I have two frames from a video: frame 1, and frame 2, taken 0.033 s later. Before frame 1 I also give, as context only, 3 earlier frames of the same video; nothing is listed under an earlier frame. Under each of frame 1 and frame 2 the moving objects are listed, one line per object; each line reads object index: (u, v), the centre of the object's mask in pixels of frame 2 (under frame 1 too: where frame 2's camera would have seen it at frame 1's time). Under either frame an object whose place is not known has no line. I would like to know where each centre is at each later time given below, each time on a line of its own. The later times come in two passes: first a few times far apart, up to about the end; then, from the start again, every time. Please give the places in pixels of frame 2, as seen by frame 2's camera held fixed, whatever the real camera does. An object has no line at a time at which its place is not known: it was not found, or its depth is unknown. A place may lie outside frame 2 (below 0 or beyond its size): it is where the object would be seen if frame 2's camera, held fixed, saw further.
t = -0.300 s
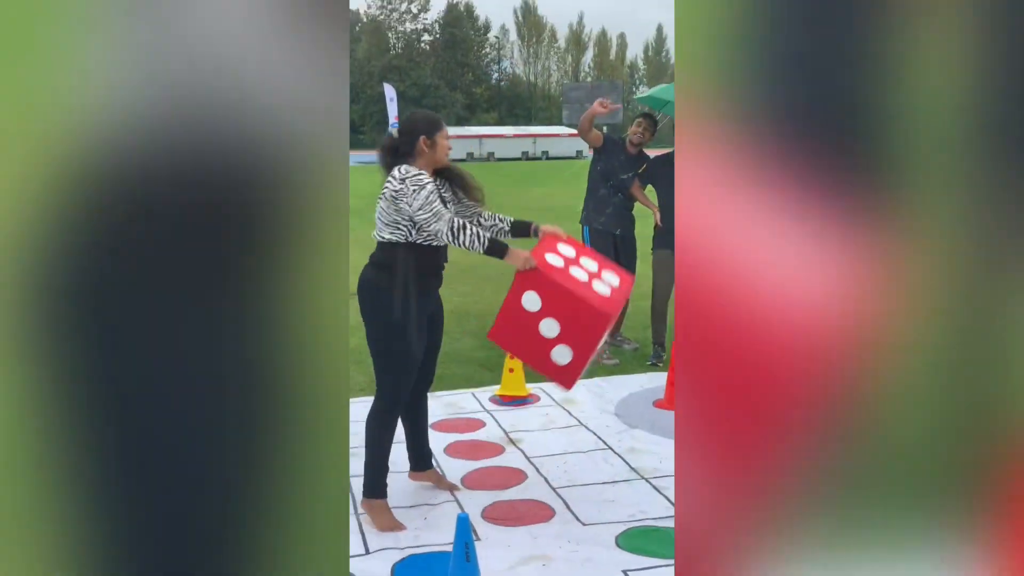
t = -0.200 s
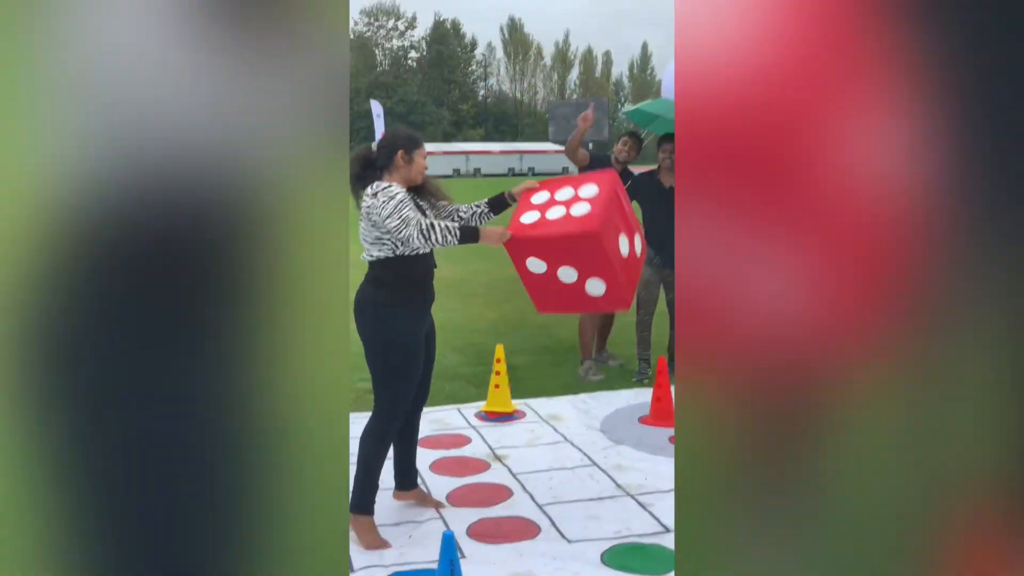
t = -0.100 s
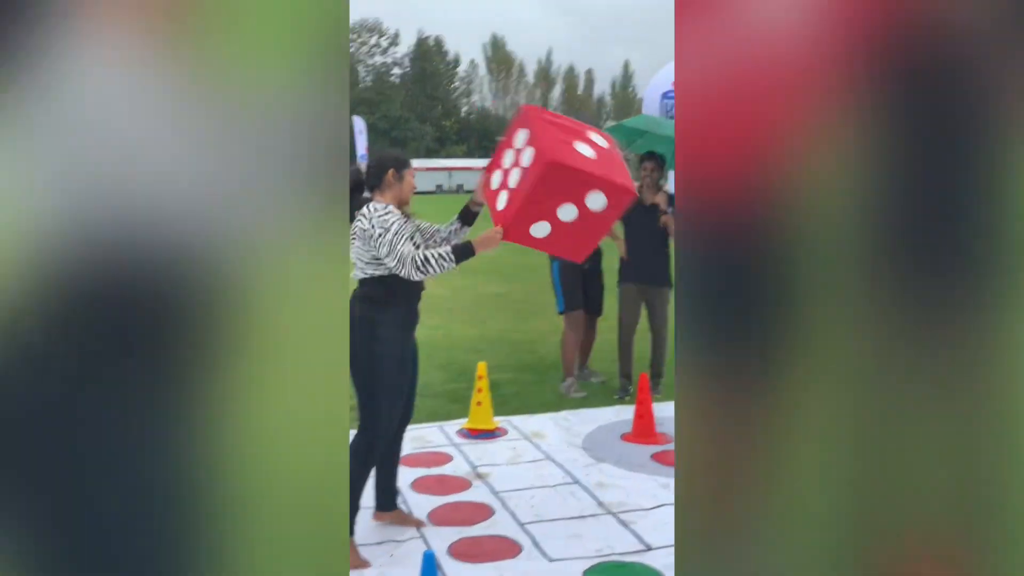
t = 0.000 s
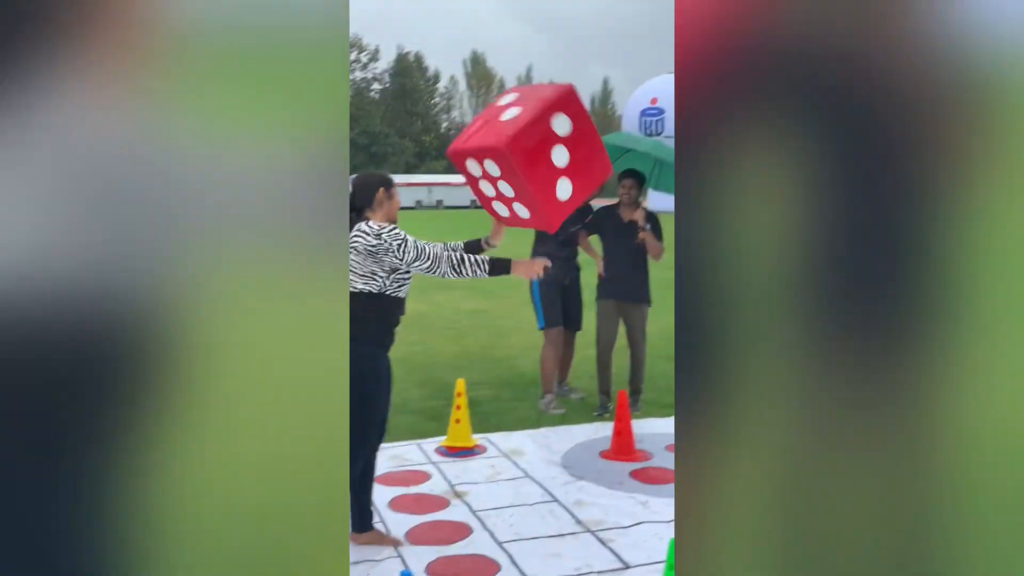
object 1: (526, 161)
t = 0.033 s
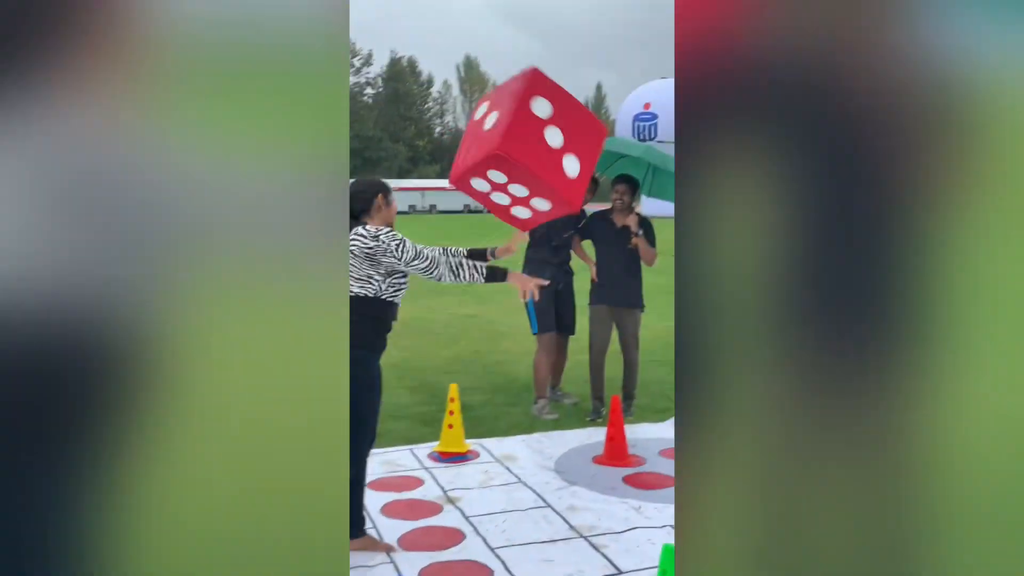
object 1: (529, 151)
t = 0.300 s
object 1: (526, 143)
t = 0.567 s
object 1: (534, 346)
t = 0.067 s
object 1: (532, 143)
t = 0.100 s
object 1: (535, 135)
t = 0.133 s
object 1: (537, 129)
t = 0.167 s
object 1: (537, 124)
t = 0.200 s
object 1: (536, 123)
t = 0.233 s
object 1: (533, 125)
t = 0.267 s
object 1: (529, 132)
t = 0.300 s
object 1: (526, 143)
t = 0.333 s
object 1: (522, 159)
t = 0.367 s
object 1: (520, 179)
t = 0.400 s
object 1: (520, 202)
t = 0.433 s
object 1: (520, 227)
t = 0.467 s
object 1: (522, 256)
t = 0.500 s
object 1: (525, 285)
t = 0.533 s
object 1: (530, 315)
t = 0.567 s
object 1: (534, 346)
